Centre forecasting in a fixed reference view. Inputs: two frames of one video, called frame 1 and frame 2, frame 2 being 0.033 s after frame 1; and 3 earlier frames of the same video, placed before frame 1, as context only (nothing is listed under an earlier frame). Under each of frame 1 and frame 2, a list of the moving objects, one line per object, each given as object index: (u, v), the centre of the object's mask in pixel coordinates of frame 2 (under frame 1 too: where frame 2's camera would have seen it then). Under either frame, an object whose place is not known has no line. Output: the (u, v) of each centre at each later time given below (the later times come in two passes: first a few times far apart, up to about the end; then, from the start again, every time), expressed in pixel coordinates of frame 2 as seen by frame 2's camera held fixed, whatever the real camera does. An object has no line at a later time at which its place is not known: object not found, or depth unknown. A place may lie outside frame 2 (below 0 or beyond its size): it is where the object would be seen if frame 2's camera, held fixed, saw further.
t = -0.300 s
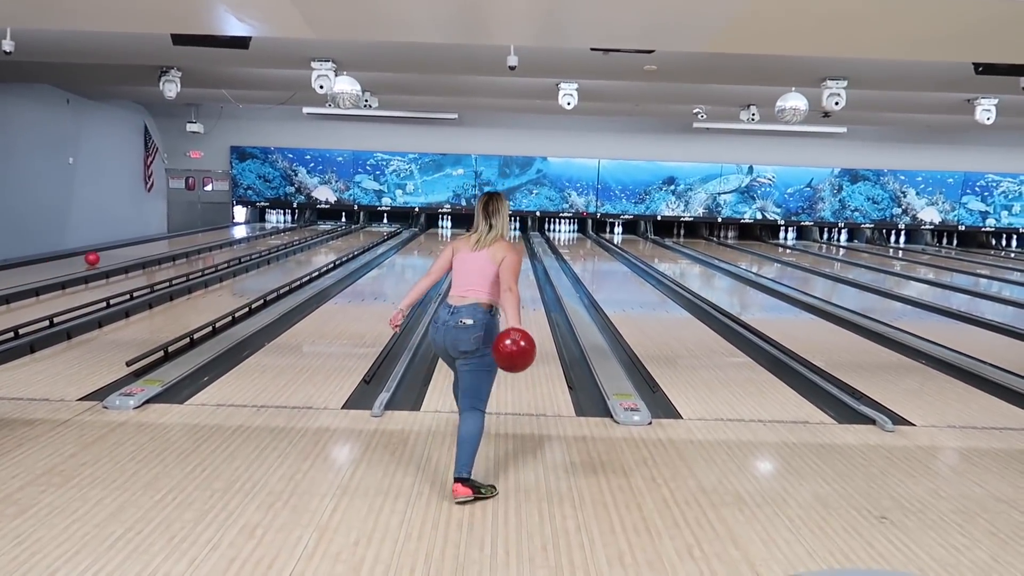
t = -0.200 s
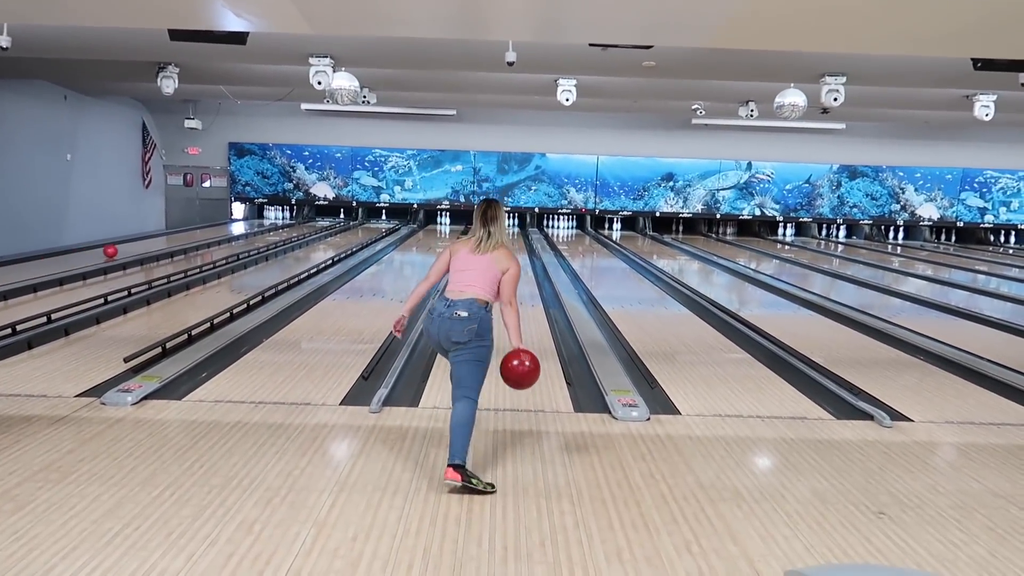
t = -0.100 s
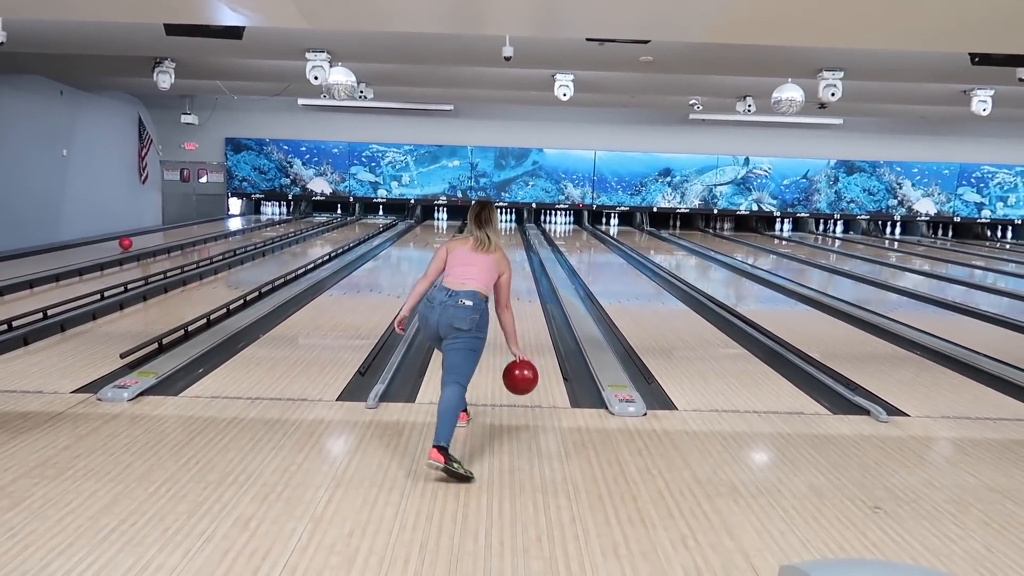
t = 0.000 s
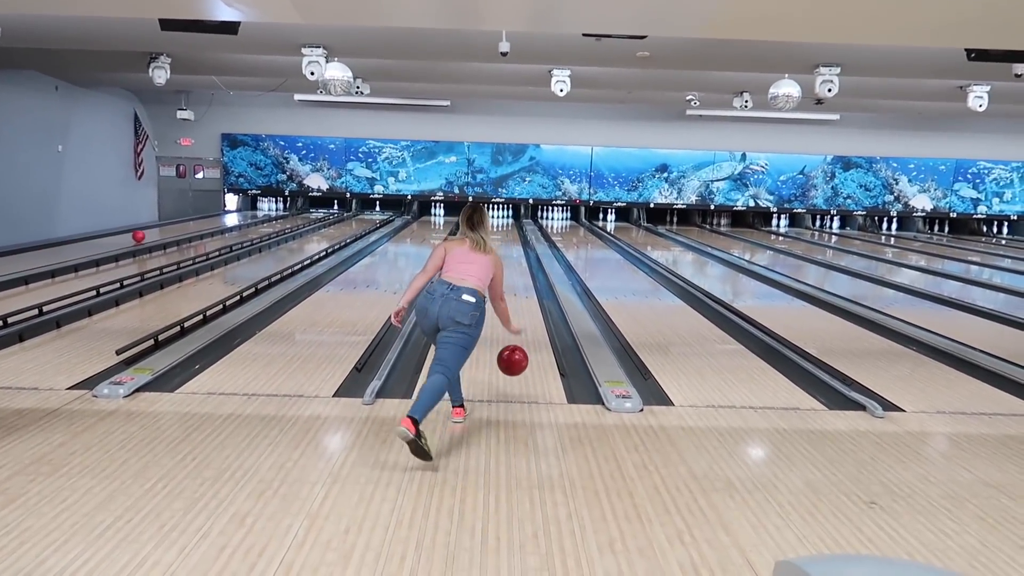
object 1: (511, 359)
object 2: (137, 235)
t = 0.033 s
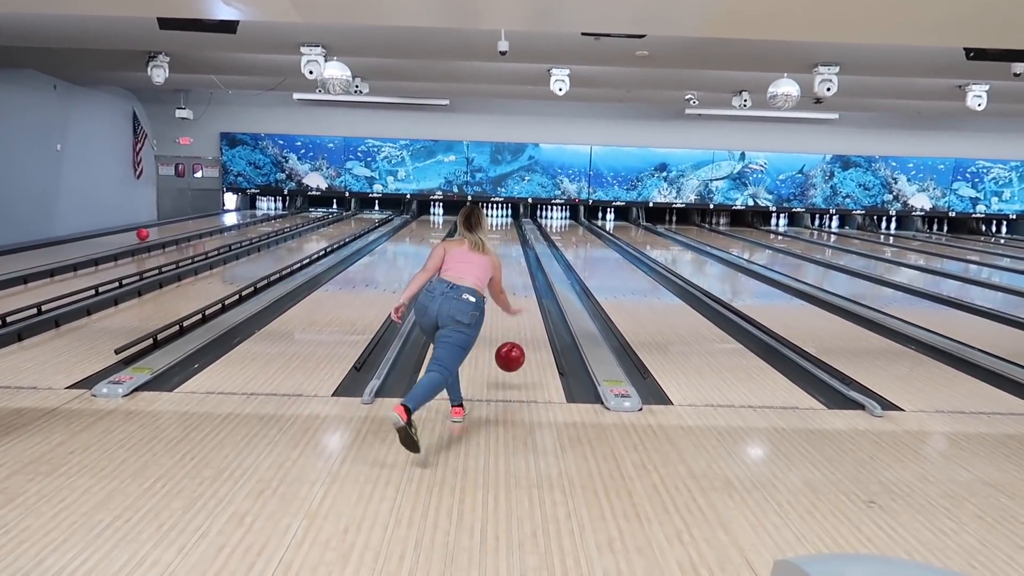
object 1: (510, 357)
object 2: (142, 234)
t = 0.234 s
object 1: (502, 333)
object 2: (171, 229)
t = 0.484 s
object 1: (496, 301)
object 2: (201, 224)
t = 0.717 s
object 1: (494, 281)
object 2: (223, 220)
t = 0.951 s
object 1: (495, 267)
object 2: (246, 217)
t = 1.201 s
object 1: (488, 253)
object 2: (260, 215)
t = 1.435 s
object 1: (486, 245)
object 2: (272, 213)
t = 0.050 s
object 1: (509, 356)
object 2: (145, 234)
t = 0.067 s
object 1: (508, 355)
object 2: (148, 233)
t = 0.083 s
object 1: (507, 355)
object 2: (150, 233)
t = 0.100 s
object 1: (507, 356)
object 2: (153, 232)
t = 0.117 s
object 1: (506, 354)
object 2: (155, 232)
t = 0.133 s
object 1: (505, 350)
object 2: (158, 232)
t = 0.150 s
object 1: (505, 347)
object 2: (160, 231)
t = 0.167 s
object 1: (504, 343)
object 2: (163, 231)
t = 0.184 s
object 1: (504, 341)
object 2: (164, 230)
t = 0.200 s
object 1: (503, 338)
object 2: (167, 230)
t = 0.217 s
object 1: (502, 336)
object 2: (169, 230)
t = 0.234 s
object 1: (502, 333)
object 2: (171, 229)
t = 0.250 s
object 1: (502, 331)
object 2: (174, 229)
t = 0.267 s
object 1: (501, 328)
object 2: (176, 228)
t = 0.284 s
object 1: (501, 326)
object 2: (178, 228)
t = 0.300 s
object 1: (500, 323)
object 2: (180, 228)
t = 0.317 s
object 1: (500, 321)
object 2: (182, 228)
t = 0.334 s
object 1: (499, 319)
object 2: (184, 227)
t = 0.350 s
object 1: (499, 316)
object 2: (186, 227)
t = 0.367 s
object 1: (499, 314)
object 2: (188, 226)
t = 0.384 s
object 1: (498, 312)
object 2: (190, 226)
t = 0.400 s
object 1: (498, 310)
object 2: (192, 225)
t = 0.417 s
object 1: (498, 308)
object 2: (194, 225)
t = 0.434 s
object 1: (497, 306)
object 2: (196, 225)
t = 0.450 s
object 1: (497, 304)
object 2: (198, 224)
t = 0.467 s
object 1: (497, 303)
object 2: (200, 224)
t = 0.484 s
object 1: (496, 301)
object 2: (201, 224)
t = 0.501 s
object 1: (496, 299)
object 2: (203, 223)
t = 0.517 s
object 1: (496, 297)
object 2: (205, 223)
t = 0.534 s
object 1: (495, 296)
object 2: (207, 223)
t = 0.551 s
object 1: (495, 294)
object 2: (208, 223)
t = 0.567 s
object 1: (495, 293)
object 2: (210, 222)
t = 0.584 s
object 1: (495, 291)
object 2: (212, 222)
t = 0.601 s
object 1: (495, 290)
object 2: (213, 222)
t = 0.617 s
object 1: (494, 288)
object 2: (215, 221)
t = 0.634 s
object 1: (494, 287)
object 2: (216, 221)
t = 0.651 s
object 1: (494, 285)
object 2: (218, 221)
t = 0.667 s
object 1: (494, 284)
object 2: (219, 221)
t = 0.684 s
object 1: (494, 283)
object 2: (220, 221)
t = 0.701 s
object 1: (494, 282)
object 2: (222, 220)
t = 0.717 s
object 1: (494, 281)
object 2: (223, 220)
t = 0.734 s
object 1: (494, 280)
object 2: (225, 220)
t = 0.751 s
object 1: (495, 279)
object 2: (227, 220)
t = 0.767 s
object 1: (495, 278)
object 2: (228, 219)
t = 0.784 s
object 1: (494, 277)
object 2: (230, 219)
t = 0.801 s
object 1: (494, 276)
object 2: (233, 219)
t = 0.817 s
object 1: (494, 275)
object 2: (235, 219)
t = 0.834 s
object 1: (495, 274)
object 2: (236, 219)
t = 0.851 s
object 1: (495, 273)
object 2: (238, 218)
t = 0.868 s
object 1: (495, 272)
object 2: (240, 218)
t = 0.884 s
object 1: (495, 271)
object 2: (241, 218)
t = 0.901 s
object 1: (495, 270)
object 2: (241, 218)
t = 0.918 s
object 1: (495, 269)
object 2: (244, 218)
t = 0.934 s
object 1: (495, 268)
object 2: (245, 217)
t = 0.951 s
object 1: (495, 267)
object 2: (246, 217)
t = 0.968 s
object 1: (495, 266)
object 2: (247, 217)
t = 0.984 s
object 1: (495, 266)
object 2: (247, 217)
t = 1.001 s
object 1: (495, 265)
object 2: (248, 217)
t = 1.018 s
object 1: (494, 264)
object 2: (249, 217)
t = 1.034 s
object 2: (251, 217)
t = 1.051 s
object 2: (252, 217)
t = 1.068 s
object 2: (254, 216)
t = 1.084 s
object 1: (493, 256)
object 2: (254, 216)
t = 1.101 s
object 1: (492, 256)
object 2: (256, 216)
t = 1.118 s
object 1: (491, 255)
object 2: (255, 216)
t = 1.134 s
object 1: (491, 255)
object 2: (256, 216)
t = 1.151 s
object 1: (490, 254)
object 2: (257, 216)
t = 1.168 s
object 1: (489, 254)
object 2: (257, 216)
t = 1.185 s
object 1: (489, 253)
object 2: (259, 215)
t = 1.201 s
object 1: (488, 253)
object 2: (260, 215)
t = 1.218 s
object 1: (488, 252)
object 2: (261, 215)
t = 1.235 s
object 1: (488, 251)
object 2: (262, 215)
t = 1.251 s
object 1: (487, 251)
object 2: (263, 214)
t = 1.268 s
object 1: (487, 250)
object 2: (265, 214)
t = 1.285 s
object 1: (487, 249)
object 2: (267, 214)
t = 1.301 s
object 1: (487, 249)
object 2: (268, 213)
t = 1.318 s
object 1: (487, 248)
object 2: (269, 213)
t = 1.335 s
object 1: (487, 248)
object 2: (270, 213)
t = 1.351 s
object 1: (487, 247)
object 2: (272, 214)
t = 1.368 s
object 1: (486, 247)
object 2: (272, 214)
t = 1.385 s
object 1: (486, 246)
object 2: (272, 214)
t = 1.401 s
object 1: (486, 246)
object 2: (272, 214)
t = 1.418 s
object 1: (486, 245)
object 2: (272, 214)
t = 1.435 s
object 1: (486, 245)
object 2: (272, 213)
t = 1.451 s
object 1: (486, 244)
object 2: (273, 213)
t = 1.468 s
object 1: (485, 243)
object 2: (273, 213)
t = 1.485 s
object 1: (485, 243)
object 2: (275, 212)
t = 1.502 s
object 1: (484, 242)
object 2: (275, 212)
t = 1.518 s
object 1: (484, 242)
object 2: (276, 212)
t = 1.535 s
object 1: (484, 241)
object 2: (277, 211)
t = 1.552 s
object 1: (484, 240)
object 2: (278, 211)
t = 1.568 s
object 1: (484, 240)
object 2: (278, 211)
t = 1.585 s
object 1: (484, 239)
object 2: (278, 211)
